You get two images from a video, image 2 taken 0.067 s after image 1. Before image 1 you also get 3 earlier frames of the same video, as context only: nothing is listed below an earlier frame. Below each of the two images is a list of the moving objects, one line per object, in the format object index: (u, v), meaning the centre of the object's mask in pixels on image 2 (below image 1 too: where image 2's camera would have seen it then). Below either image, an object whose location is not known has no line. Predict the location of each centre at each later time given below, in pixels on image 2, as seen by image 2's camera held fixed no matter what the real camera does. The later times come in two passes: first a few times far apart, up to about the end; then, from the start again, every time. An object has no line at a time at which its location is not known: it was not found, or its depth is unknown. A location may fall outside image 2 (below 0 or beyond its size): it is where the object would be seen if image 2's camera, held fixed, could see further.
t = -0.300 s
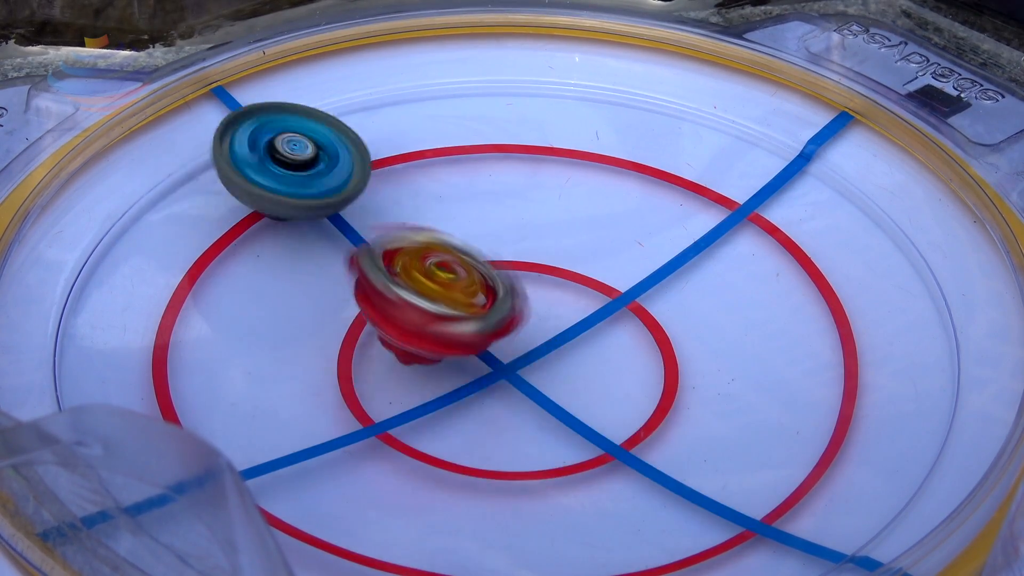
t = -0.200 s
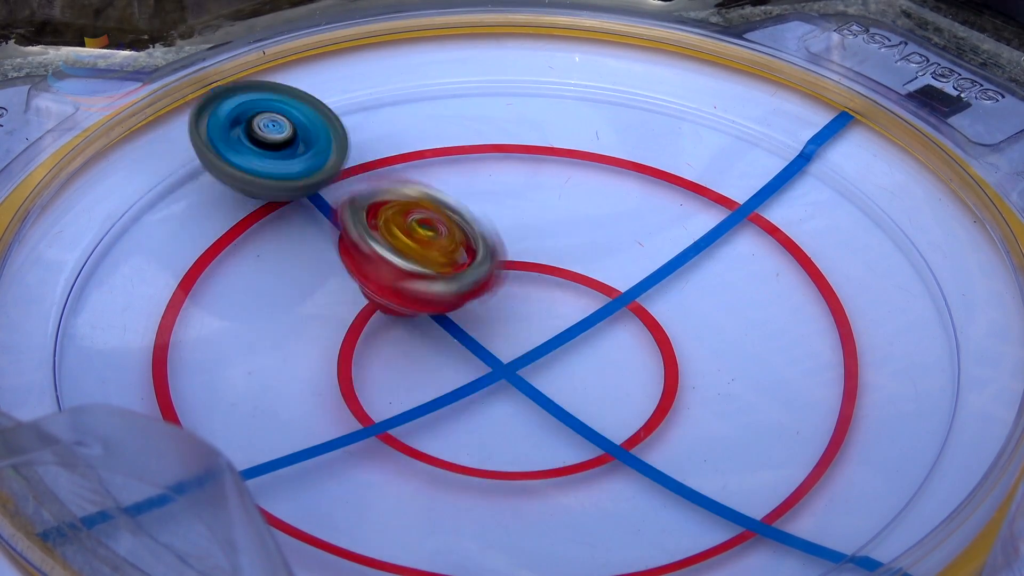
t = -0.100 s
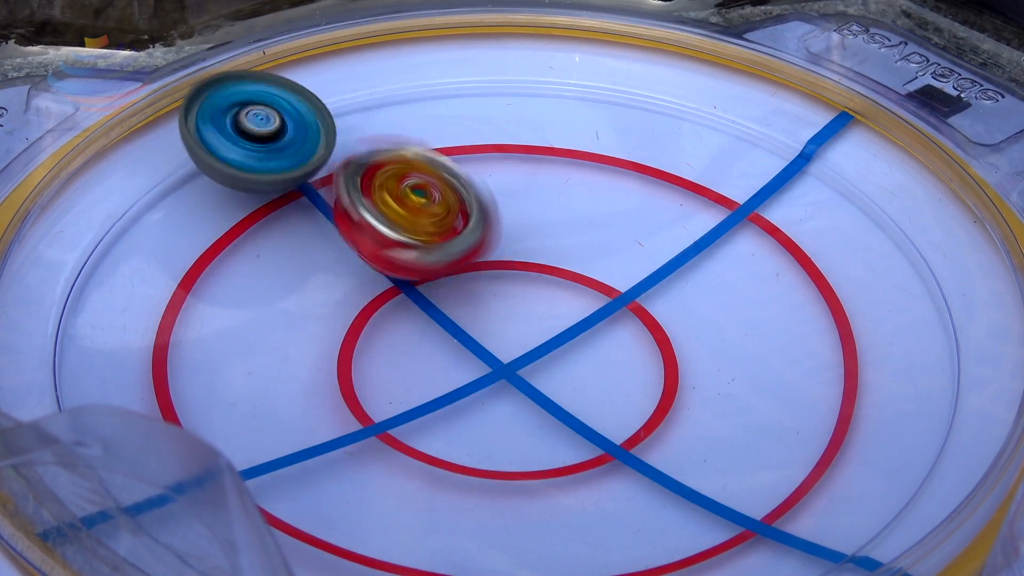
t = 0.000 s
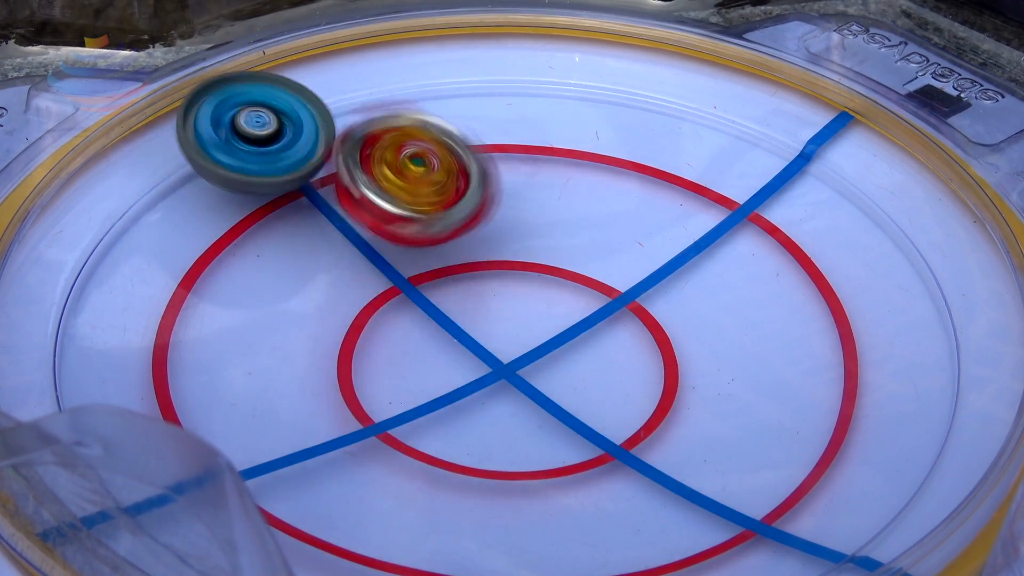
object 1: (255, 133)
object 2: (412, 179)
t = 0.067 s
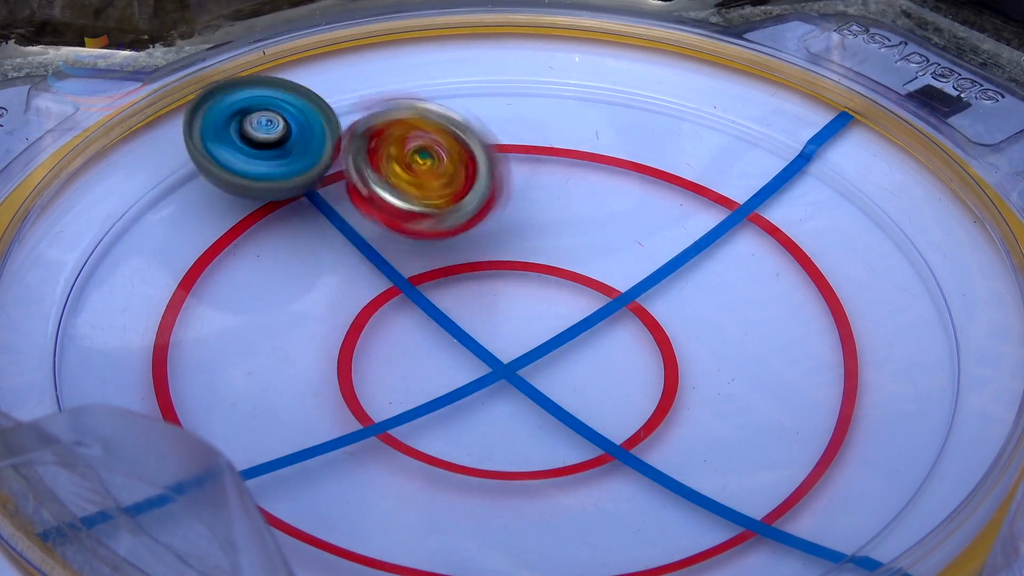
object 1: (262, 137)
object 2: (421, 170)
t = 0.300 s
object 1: (280, 172)
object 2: (580, 219)
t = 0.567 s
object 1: (412, 247)
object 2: (680, 279)
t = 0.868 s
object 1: (479, 253)
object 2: (766, 424)
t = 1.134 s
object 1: (544, 288)
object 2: (596, 411)
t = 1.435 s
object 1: (604, 260)
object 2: (429, 316)
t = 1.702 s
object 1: (618, 239)
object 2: (446, 199)
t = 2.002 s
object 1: (694, 287)
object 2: (480, 158)
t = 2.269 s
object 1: (676, 345)
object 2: (542, 274)
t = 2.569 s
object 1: (740, 441)
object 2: (323, 218)
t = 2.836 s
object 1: (680, 447)
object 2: (322, 155)
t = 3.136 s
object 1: (521, 420)
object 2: (418, 215)
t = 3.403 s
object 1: (416, 389)
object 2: (389, 273)
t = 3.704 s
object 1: (376, 339)
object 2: (386, 212)
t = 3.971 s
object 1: (329, 286)
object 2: (591, 221)
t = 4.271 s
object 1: (324, 235)
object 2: (720, 383)
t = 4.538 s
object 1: (362, 224)
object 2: (454, 402)
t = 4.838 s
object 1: (481, 222)
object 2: (402, 339)
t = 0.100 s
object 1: (251, 133)
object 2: (451, 178)
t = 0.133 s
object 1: (249, 136)
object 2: (479, 186)
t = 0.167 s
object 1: (248, 141)
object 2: (505, 193)
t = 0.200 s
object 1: (252, 148)
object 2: (528, 200)
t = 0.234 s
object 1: (260, 156)
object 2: (548, 207)
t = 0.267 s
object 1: (268, 164)
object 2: (565, 213)
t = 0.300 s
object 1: (280, 172)
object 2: (580, 219)
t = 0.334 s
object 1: (292, 181)
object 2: (596, 227)
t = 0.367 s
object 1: (306, 189)
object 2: (612, 233)
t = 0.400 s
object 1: (321, 198)
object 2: (627, 238)
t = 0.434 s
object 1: (336, 207)
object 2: (640, 245)
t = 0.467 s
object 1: (354, 217)
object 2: (652, 252)
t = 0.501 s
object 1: (373, 228)
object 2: (664, 259)
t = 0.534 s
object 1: (392, 238)
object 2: (674, 269)
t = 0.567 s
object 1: (412, 247)
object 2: (680, 279)
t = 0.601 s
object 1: (432, 258)
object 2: (684, 290)
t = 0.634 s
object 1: (454, 266)
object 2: (685, 301)
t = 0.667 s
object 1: (476, 274)
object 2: (684, 314)
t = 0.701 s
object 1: (498, 282)
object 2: (679, 327)
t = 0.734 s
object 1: (502, 276)
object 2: (696, 353)
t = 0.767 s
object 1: (487, 265)
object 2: (728, 377)
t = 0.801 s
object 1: (475, 255)
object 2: (748, 400)
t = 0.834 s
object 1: (476, 252)
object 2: (765, 417)
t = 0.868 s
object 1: (479, 253)
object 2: (766, 424)
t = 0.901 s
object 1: (483, 256)
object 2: (755, 430)
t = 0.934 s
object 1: (492, 261)
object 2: (738, 429)
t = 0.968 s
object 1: (500, 266)
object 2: (719, 427)
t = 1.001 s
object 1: (507, 271)
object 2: (696, 424)
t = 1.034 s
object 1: (516, 277)
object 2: (675, 417)
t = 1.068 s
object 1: (526, 283)
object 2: (651, 413)
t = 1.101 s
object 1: (533, 289)
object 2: (621, 407)
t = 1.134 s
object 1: (544, 288)
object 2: (596, 411)
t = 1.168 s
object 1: (553, 280)
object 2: (576, 412)
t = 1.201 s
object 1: (559, 278)
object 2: (554, 412)
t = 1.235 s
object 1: (566, 276)
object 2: (534, 408)
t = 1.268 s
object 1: (571, 275)
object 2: (509, 394)
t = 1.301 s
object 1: (575, 274)
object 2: (492, 379)
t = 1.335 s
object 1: (580, 272)
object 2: (477, 364)
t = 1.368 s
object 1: (585, 269)
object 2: (465, 349)
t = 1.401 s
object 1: (596, 265)
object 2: (444, 334)
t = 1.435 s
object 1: (604, 260)
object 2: (429, 316)
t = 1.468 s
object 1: (611, 256)
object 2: (418, 300)
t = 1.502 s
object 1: (616, 252)
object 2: (415, 282)
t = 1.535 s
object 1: (618, 249)
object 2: (416, 266)
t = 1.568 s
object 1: (621, 245)
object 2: (416, 248)
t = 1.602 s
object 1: (621, 243)
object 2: (425, 235)
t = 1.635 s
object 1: (621, 242)
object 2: (429, 221)
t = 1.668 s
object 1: (619, 240)
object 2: (438, 208)
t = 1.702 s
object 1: (618, 239)
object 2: (446, 199)
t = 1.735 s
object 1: (617, 240)
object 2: (458, 190)
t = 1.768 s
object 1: (635, 251)
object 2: (452, 173)
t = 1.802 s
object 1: (654, 261)
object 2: (441, 155)
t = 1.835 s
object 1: (666, 266)
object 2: (438, 143)
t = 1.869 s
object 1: (675, 270)
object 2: (438, 137)
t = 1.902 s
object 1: (681, 275)
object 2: (442, 140)
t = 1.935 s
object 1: (687, 278)
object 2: (453, 141)
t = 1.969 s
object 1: (691, 283)
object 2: (465, 149)
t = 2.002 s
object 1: (694, 287)
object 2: (480, 158)
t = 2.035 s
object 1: (695, 293)
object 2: (497, 169)
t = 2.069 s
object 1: (695, 298)
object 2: (511, 183)
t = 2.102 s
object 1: (695, 304)
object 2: (524, 197)
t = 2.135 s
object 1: (693, 311)
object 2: (535, 213)
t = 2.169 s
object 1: (689, 318)
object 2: (542, 231)
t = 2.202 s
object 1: (684, 326)
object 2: (551, 246)
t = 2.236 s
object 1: (680, 335)
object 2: (551, 266)
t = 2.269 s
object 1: (676, 345)
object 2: (542, 274)
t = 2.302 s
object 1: (668, 355)
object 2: (534, 289)
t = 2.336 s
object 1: (687, 378)
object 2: (502, 290)
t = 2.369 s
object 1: (708, 399)
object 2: (459, 271)
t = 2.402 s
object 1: (716, 412)
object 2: (421, 266)
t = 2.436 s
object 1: (724, 420)
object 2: (393, 247)
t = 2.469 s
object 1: (730, 427)
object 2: (368, 244)
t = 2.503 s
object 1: (735, 432)
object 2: (347, 229)
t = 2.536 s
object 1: (739, 437)
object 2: (332, 226)
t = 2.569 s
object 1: (740, 441)
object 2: (323, 218)
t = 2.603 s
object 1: (740, 444)
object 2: (314, 210)
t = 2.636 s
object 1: (738, 445)
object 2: (309, 202)
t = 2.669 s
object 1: (733, 447)
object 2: (305, 192)
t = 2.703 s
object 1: (728, 448)
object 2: (302, 185)
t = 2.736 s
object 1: (720, 448)
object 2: (303, 176)
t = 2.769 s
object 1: (708, 448)
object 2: (306, 169)
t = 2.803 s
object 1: (696, 447)
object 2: (313, 161)
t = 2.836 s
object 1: (680, 447)
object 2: (322, 155)
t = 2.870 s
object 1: (663, 446)
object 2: (335, 150)
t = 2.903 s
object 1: (645, 444)
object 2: (349, 149)
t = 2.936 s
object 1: (626, 442)
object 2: (364, 151)
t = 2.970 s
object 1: (607, 440)
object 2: (378, 158)
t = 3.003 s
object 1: (590, 437)
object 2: (390, 165)
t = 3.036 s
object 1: (572, 434)
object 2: (400, 176)
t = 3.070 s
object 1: (554, 430)
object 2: (408, 188)
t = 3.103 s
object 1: (537, 425)
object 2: (413, 202)
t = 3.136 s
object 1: (521, 420)
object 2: (418, 215)
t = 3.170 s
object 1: (505, 413)
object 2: (419, 231)
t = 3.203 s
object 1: (490, 406)
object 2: (421, 244)
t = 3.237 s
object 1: (475, 398)
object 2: (418, 260)
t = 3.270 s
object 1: (461, 389)
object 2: (415, 272)
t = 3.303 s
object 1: (449, 386)
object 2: (407, 282)
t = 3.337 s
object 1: (440, 394)
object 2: (399, 276)
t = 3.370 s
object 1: (427, 394)
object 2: (392, 275)
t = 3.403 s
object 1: (416, 389)
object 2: (389, 273)
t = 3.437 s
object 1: (409, 383)
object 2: (383, 270)
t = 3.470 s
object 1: (401, 376)
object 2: (378, 268)
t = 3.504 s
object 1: (395, 376)
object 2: (369, 262)
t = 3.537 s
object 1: (390, 375)
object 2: (367, 252)
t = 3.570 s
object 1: (385, 370)
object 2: (367, 237)
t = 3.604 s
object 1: (382, 364)
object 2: (370, 227)
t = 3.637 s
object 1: (380, 356)
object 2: (375, 220)
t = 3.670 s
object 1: (378, 348)
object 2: (380, 214)
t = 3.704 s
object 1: (376, 339)
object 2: (386, 212)
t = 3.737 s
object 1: (374, 330)
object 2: (393, 207)
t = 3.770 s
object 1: (372, 320)
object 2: (399, 206)
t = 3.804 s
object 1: (369, 311)
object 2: (406, 204)
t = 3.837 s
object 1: (351, 308)
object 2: (430, 206)
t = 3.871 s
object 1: (339, 305)
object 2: (469, 214)
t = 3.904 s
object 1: (334, 299)
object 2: (509, 210)
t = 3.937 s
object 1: (331, 292)
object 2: (549, 217)
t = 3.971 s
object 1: (329, 286)
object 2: (591, 221)
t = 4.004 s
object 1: (327, 280)
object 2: (628, 231)
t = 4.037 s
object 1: (324, 273)
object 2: (663, 241)
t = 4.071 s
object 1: (323, 267)
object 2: (690, 256)
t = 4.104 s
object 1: (321, 260)
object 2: (713, 273)
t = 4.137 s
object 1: (321, 254)
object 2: (733, 290)
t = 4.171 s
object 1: (321, 249)
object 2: (744, 313)
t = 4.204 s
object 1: (321, 243)
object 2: (745, 337)
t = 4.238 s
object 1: (322, 239)
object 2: (738, 362)
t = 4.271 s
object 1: (324, 235)
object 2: (720, 383)
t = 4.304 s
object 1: (327, 232)
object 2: (701, 401)
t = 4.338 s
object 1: (330, 229)
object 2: (670, 416)
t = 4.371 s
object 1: (334, 227)
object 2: (634, 426)
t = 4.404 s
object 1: (338, 226)
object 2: (598, 426)
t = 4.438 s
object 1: (342, 224)
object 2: (558, 425)
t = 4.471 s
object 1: (348, 224)
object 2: (520, 422)
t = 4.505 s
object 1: (354, 223)
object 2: (486, 413)
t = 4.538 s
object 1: (362, 224)
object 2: (454, 402)
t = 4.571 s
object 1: (370, 225)
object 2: (427, 384)
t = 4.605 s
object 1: (379, 225)
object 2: (408, 365)
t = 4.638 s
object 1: (391, 222)
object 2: (397, 349)
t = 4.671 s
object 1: (404, 218)
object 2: (384, 343)
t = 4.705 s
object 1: (420, 218)
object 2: (382, 347)
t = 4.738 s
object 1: (437, 219)
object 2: (390, 342)
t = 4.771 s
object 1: (449, 220)
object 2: (396, 335)
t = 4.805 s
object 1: (464, 221)
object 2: (404, 329)
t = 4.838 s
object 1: (481, 222)
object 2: (402, 339)
